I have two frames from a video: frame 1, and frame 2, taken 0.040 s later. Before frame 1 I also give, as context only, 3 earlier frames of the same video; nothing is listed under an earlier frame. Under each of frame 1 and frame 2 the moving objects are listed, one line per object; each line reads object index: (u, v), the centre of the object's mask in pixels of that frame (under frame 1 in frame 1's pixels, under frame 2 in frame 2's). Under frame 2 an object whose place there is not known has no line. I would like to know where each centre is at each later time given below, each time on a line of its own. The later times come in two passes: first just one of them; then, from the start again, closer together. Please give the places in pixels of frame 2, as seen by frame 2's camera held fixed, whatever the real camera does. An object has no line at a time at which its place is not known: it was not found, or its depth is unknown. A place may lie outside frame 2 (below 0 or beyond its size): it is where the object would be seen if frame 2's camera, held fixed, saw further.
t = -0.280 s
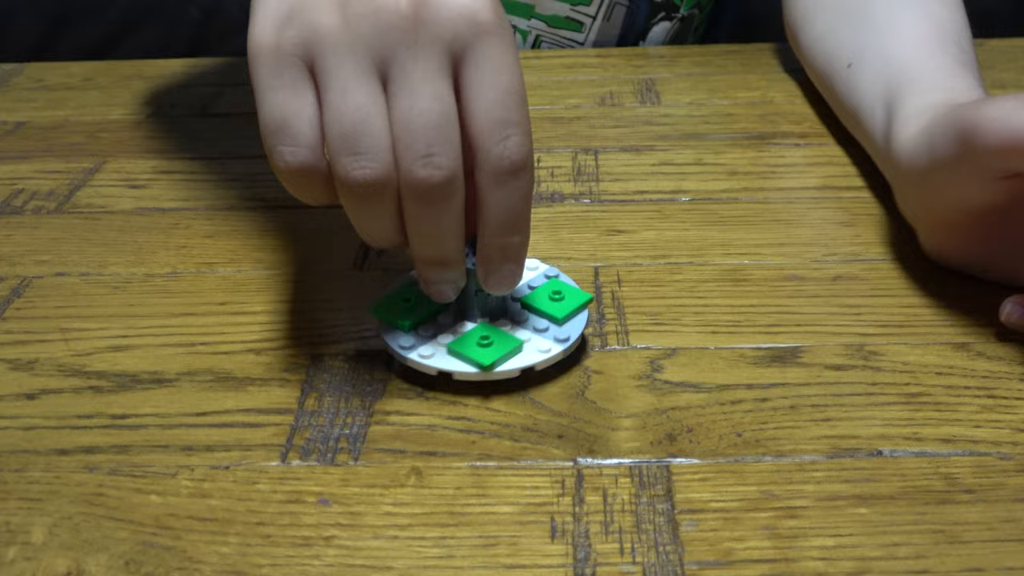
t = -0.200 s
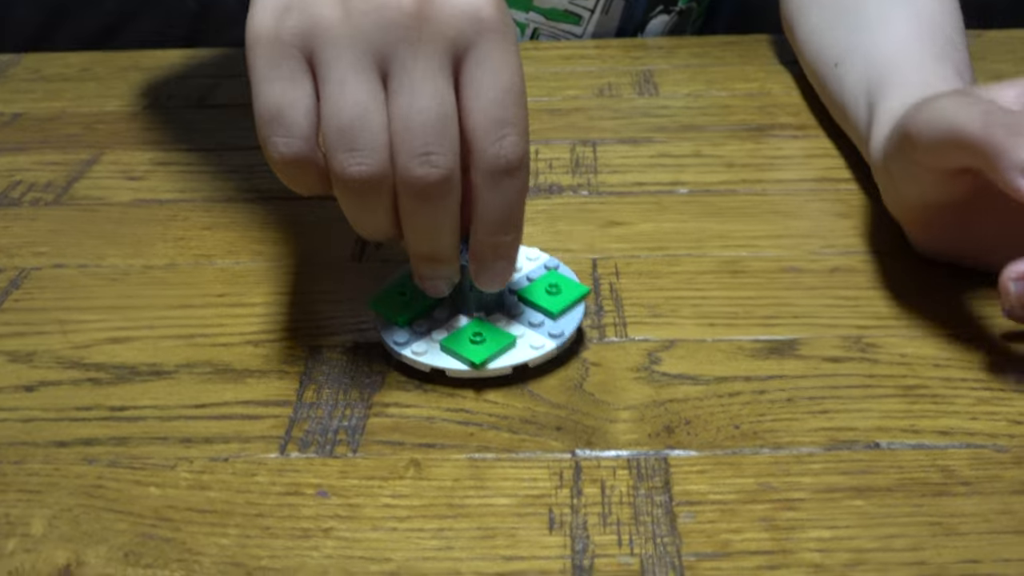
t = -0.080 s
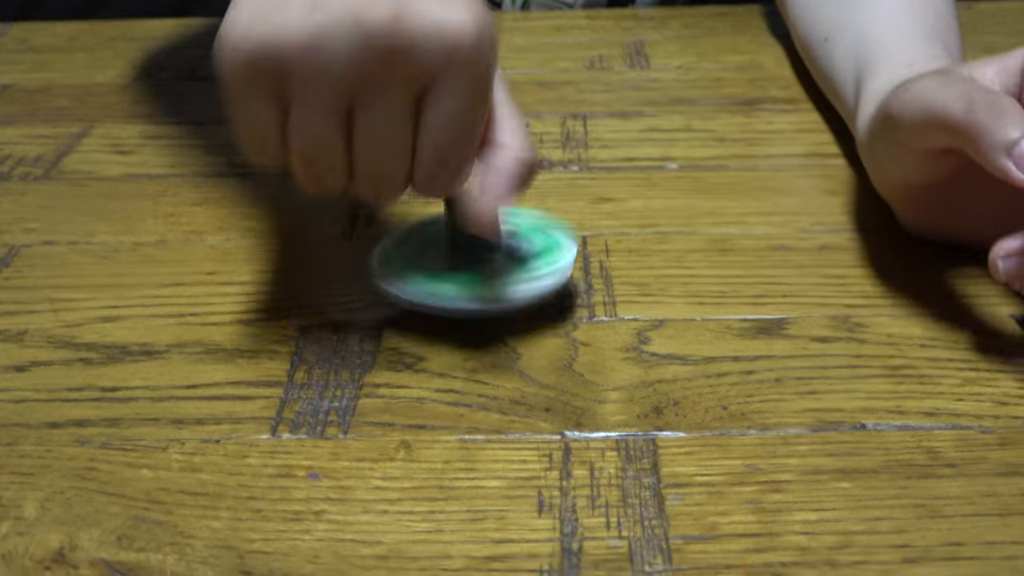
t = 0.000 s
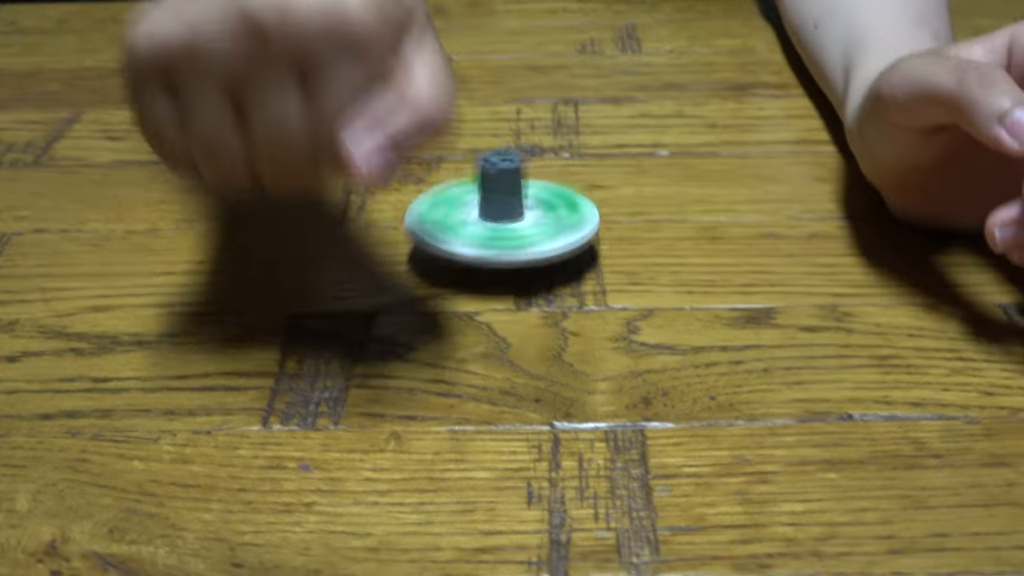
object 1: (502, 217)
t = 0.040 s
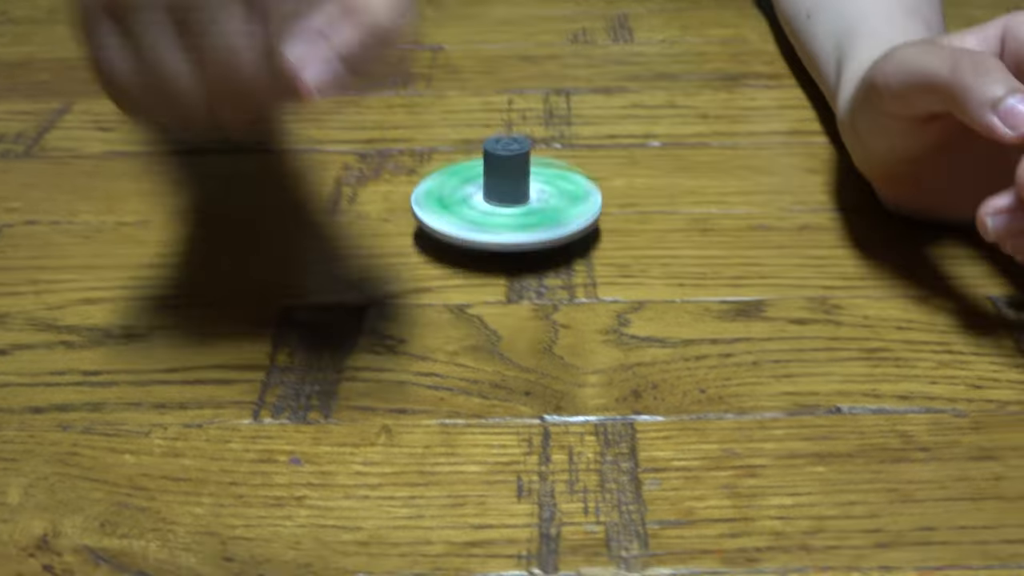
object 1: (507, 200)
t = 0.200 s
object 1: (528, 171)
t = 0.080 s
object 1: (515, 192)
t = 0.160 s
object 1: (526, 176)
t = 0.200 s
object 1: (528, 171)
